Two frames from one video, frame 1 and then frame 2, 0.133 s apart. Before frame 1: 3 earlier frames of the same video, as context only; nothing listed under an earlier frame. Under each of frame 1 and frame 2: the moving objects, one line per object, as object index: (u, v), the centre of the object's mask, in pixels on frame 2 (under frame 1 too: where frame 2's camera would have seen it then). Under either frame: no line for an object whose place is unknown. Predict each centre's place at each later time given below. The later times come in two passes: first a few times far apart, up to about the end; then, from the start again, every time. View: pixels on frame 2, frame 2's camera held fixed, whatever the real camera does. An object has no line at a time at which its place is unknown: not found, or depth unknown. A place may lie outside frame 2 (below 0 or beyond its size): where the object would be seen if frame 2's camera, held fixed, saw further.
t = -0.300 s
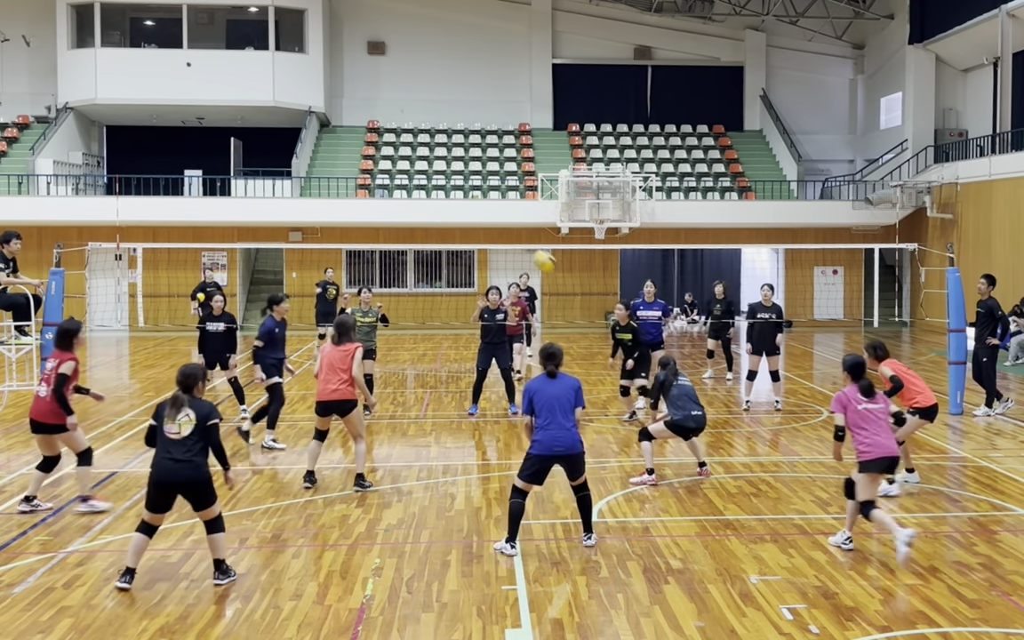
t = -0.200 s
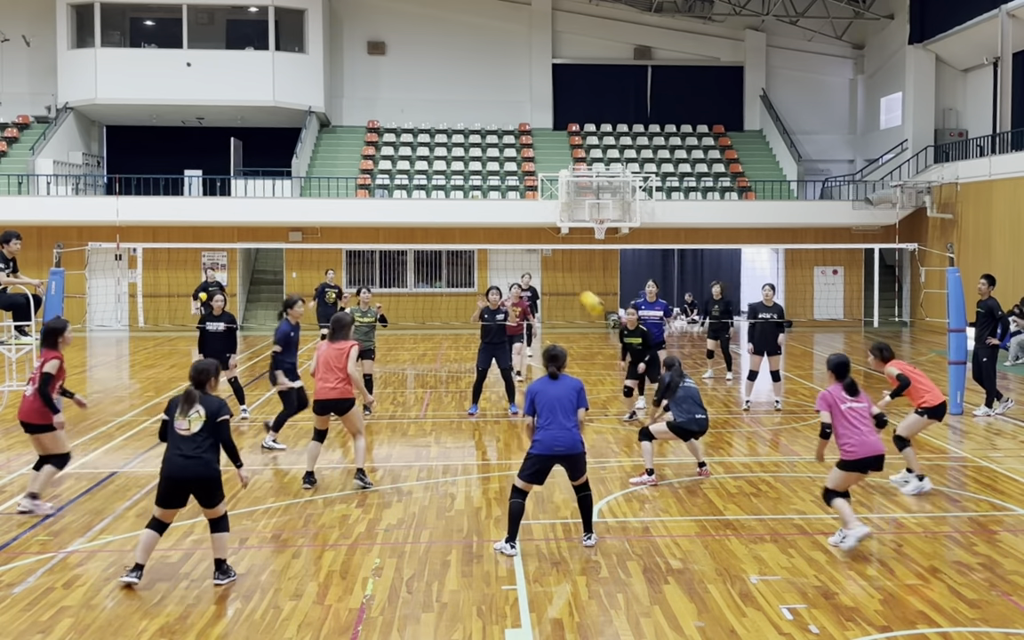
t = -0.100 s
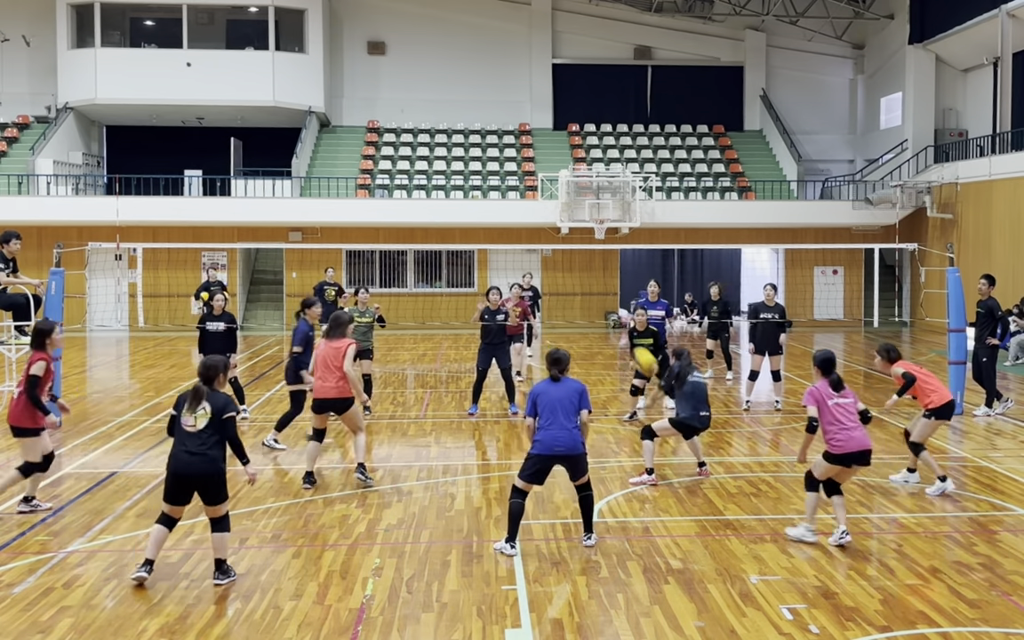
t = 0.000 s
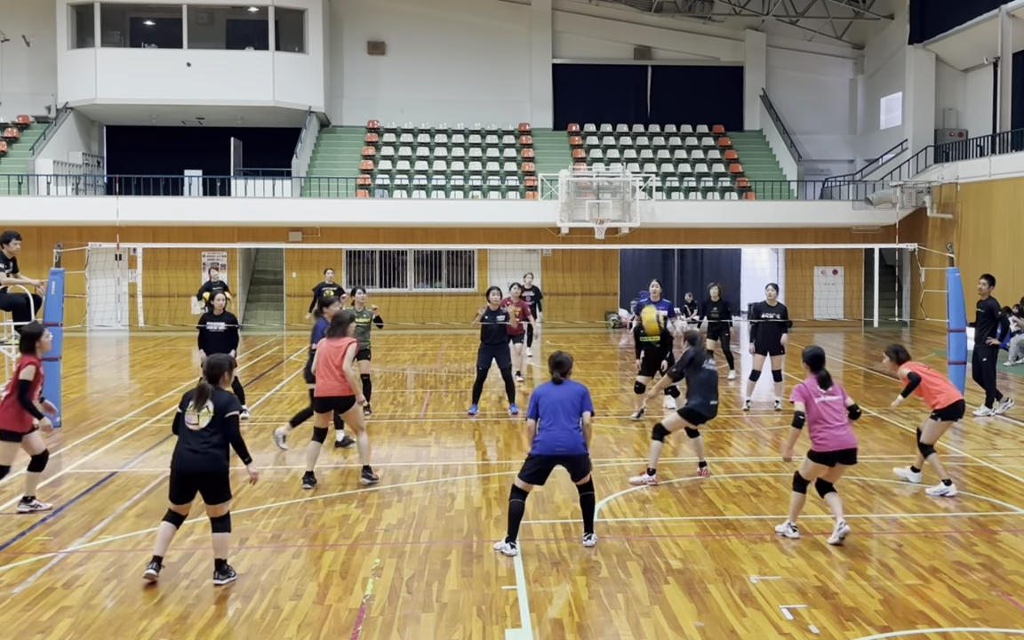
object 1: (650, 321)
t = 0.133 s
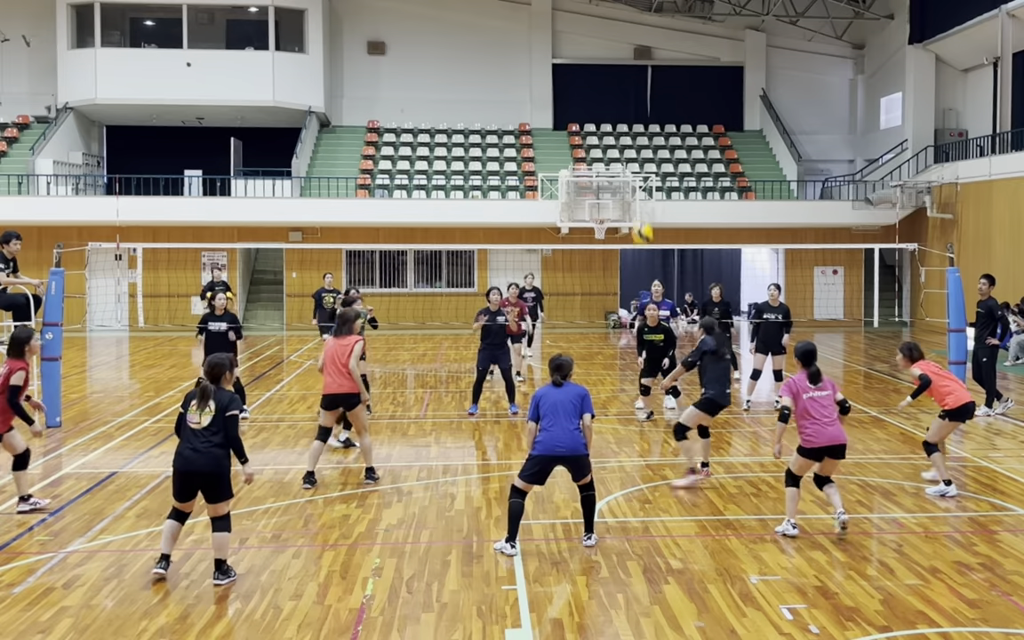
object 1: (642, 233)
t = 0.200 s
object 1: (638, 196)
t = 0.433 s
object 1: (621, 112)
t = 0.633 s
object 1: (609, 84)
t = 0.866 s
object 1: (595, 97)
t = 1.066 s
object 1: (585, 145)
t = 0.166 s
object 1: (640, 214)
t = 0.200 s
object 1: (638, 196)
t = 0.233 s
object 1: (635, 181)
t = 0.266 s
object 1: (632, 166)
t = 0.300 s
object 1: (629, 153)
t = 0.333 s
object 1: (627, 141)
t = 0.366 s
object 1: (625, 130)
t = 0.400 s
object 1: (623, 121)
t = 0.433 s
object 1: (621, 112)
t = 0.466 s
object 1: (618, 105)
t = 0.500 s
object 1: (617, 98)
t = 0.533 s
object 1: (615, 93)
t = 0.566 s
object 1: (613, 89)
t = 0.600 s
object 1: (610, 86)
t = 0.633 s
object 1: (609, 84)
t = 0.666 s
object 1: (607, 83)
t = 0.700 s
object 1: (605, 83)
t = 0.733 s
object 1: (603, 83)
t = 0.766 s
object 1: (601, 85)
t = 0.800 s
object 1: (599, 88)
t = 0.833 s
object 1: (597, 93)
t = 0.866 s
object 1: (595, 97)
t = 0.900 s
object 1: (594, 103)
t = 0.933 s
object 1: (592, 110)
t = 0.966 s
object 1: (590, 117)
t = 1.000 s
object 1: (588, 126)
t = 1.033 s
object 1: (587, 135)
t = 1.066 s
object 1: (585, 145)
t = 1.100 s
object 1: (583, 156)
